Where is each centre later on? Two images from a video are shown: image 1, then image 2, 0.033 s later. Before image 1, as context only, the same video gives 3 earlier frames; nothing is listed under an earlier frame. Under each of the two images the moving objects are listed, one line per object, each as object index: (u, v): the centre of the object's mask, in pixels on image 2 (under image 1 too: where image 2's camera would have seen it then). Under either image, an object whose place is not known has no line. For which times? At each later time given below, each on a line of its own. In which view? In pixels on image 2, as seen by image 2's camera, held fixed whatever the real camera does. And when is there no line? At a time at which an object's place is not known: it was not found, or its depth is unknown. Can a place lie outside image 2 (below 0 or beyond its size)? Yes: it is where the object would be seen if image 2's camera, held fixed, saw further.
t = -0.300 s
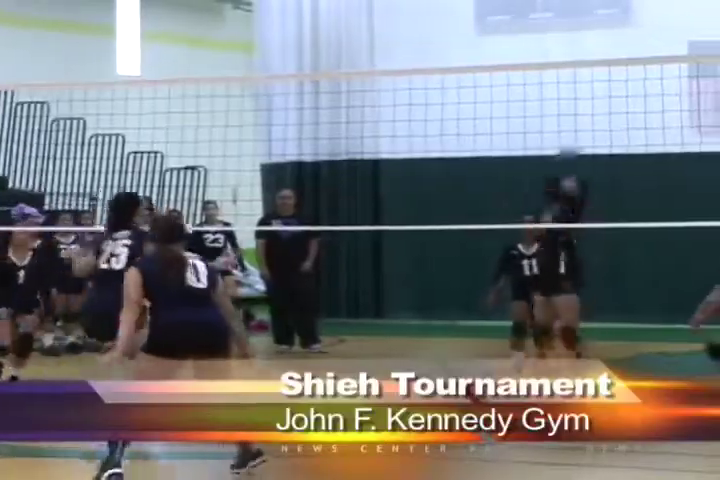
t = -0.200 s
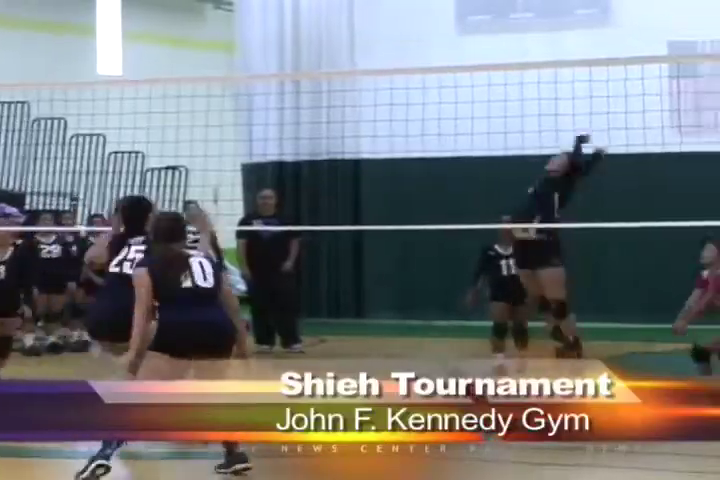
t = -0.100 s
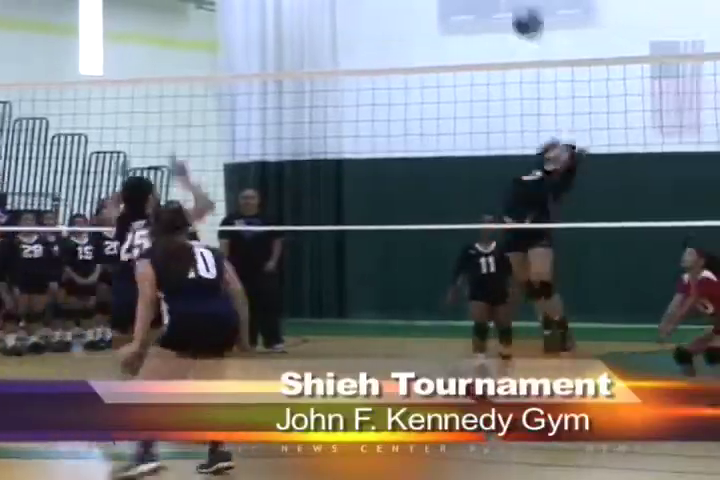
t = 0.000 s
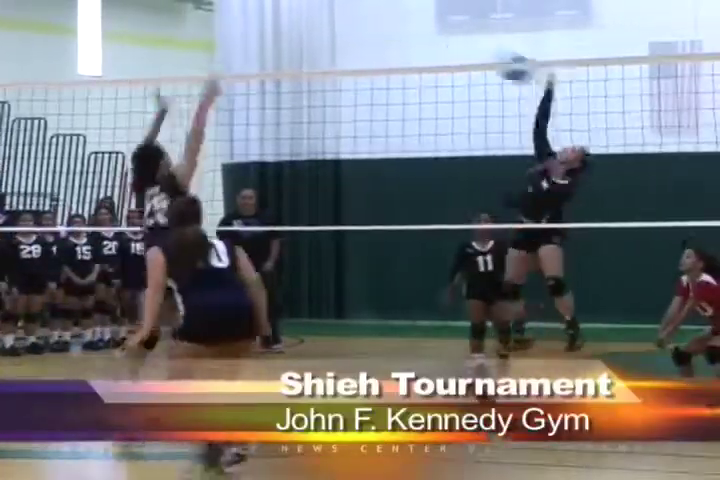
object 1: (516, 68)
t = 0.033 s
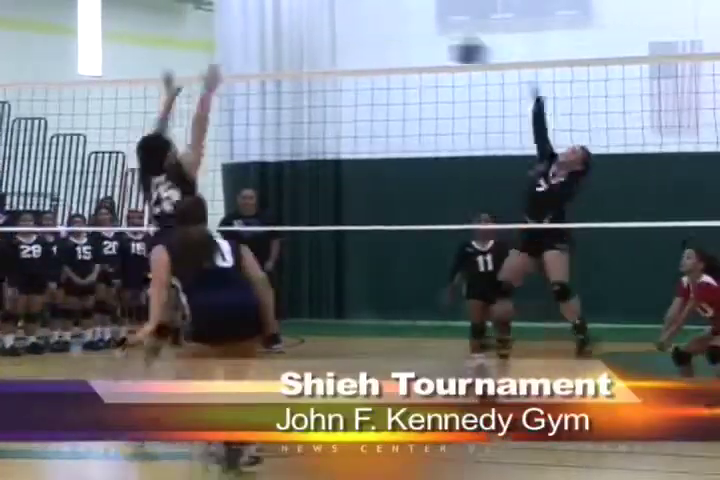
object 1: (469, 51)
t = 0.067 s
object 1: (421, 38)
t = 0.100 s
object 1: (368, 23)
